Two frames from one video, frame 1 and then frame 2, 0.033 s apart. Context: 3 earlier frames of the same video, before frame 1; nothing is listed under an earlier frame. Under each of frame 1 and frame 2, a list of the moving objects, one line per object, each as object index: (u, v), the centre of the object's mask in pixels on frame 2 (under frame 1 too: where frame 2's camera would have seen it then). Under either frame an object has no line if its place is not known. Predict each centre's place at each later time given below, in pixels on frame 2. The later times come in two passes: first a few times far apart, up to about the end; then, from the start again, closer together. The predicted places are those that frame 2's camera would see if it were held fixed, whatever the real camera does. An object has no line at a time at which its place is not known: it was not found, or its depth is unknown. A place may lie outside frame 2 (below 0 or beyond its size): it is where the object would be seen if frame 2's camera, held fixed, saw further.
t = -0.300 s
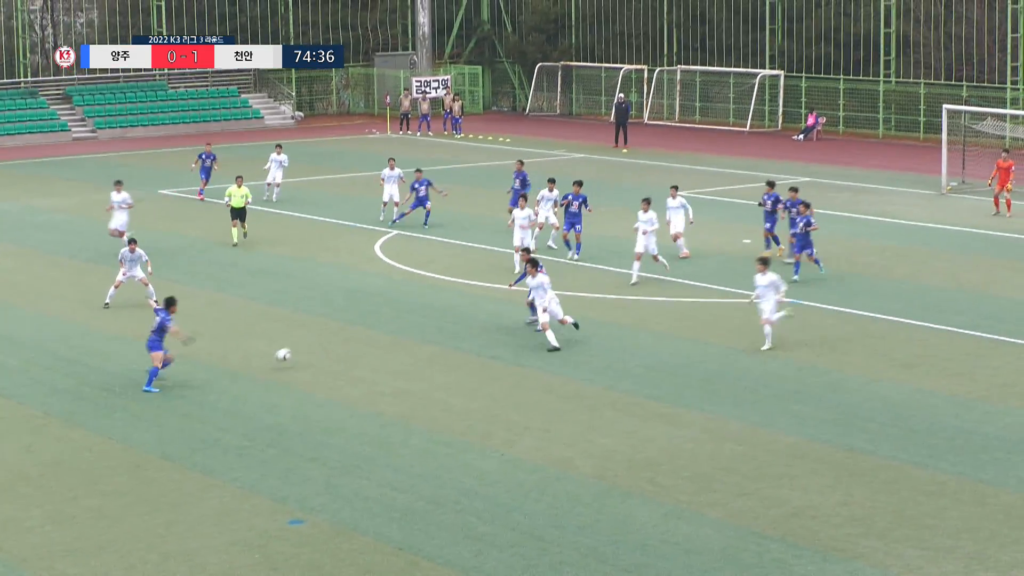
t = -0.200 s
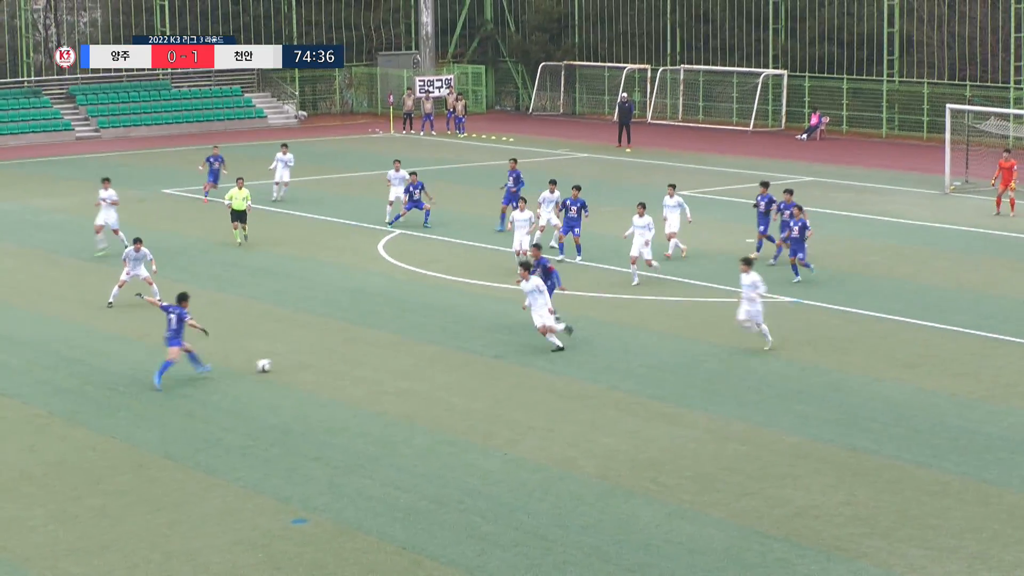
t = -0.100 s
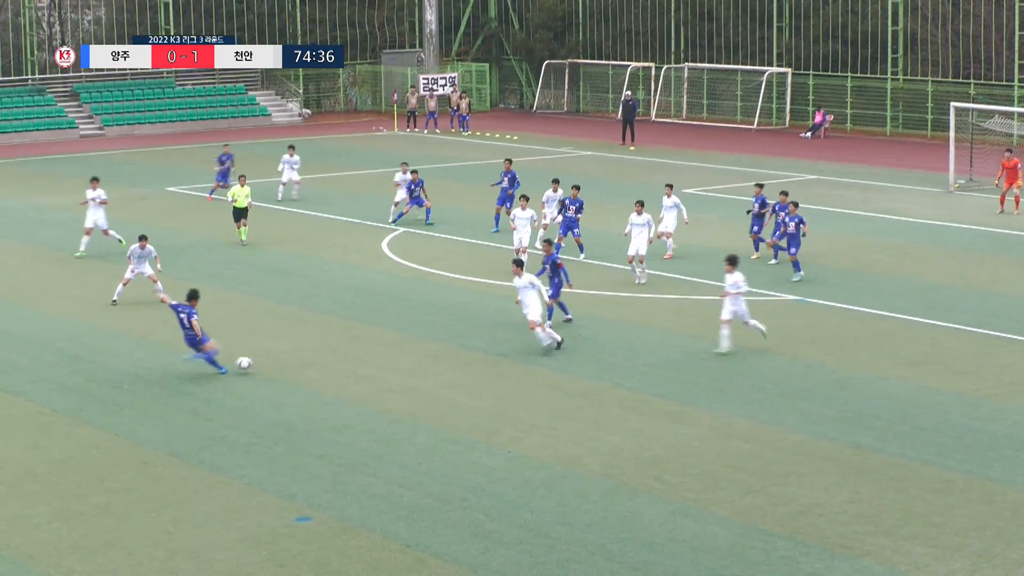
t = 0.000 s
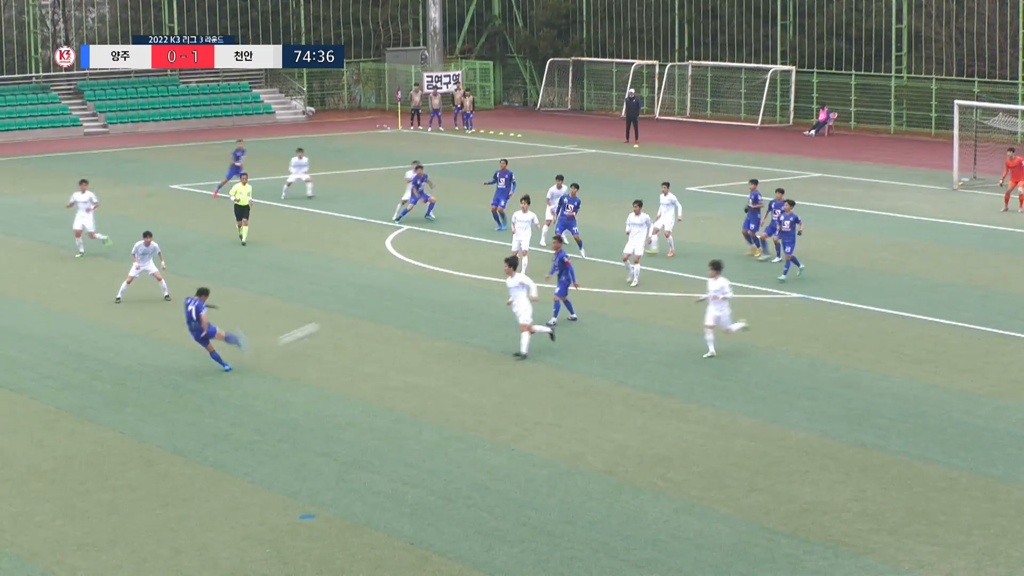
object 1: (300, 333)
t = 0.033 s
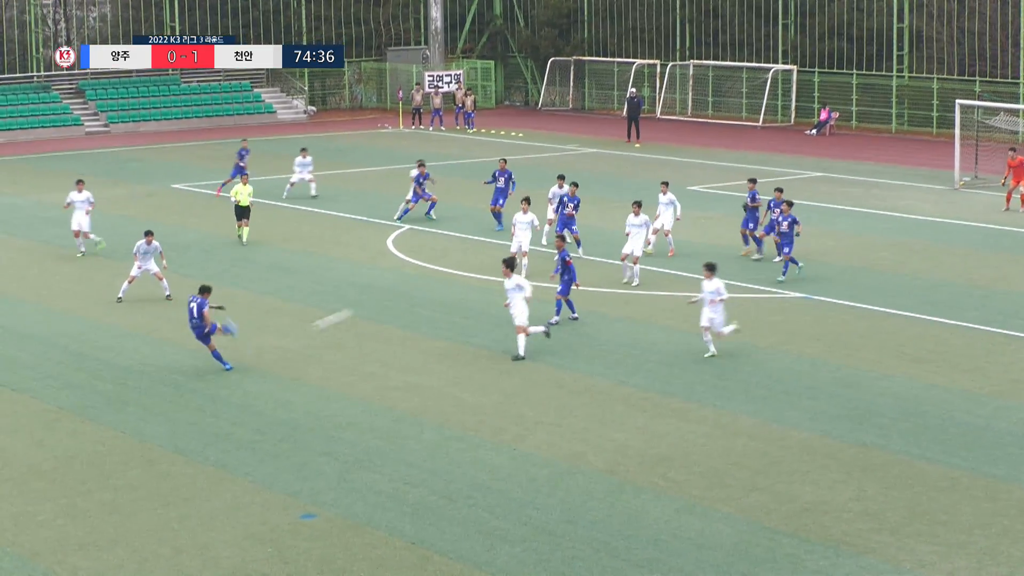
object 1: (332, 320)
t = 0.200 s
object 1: (473, 270)
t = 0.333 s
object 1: (580, 238)
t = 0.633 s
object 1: (742, 205)
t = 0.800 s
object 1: (819, 195)
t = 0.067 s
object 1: (365, 307)
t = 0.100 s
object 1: (395, 296)
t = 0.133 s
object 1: (423, 285)
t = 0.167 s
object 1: (449, 277)
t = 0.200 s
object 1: (473, 270)
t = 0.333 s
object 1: (580, 238)
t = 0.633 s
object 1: (742, 205)
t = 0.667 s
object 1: (764, 202)
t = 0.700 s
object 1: (775, 200)
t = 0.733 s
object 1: (790, 198)
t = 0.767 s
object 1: (805, 197)
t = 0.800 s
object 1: (819, 195)
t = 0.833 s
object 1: (834, 193)
